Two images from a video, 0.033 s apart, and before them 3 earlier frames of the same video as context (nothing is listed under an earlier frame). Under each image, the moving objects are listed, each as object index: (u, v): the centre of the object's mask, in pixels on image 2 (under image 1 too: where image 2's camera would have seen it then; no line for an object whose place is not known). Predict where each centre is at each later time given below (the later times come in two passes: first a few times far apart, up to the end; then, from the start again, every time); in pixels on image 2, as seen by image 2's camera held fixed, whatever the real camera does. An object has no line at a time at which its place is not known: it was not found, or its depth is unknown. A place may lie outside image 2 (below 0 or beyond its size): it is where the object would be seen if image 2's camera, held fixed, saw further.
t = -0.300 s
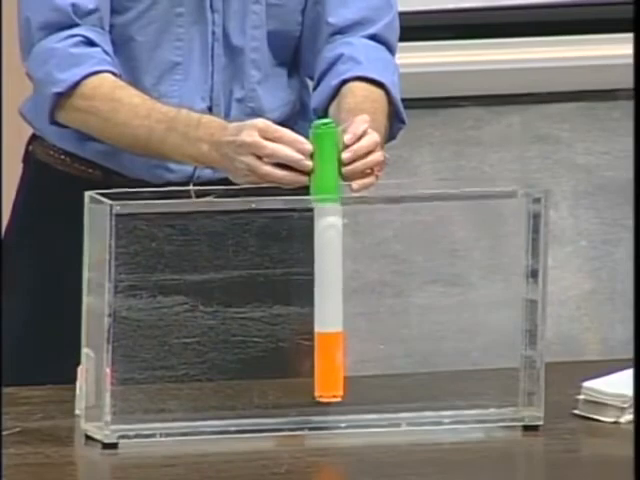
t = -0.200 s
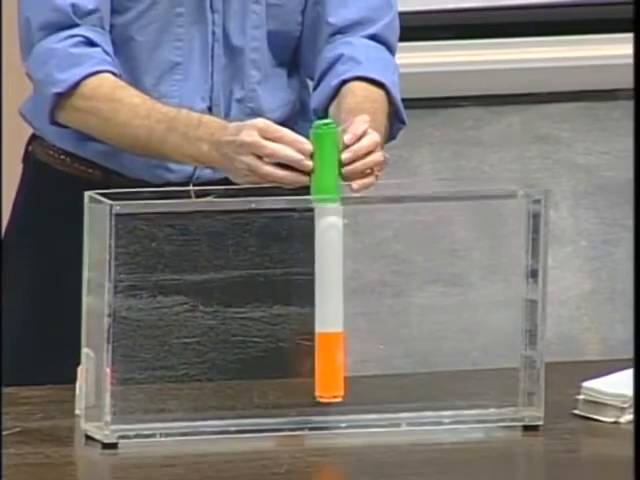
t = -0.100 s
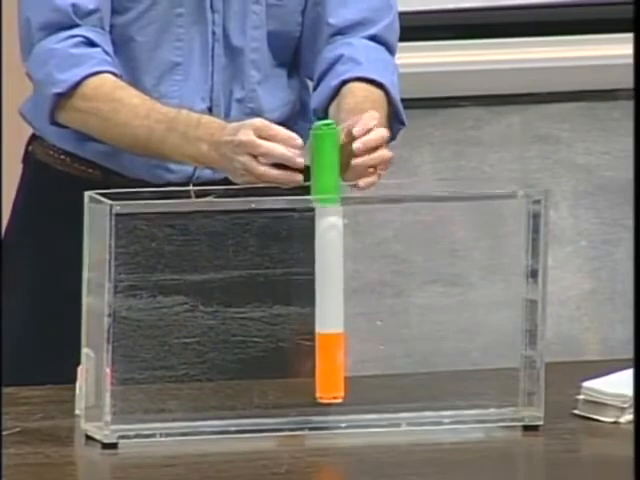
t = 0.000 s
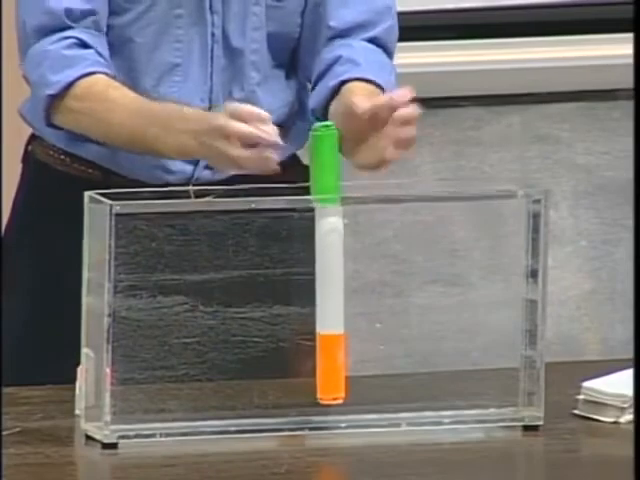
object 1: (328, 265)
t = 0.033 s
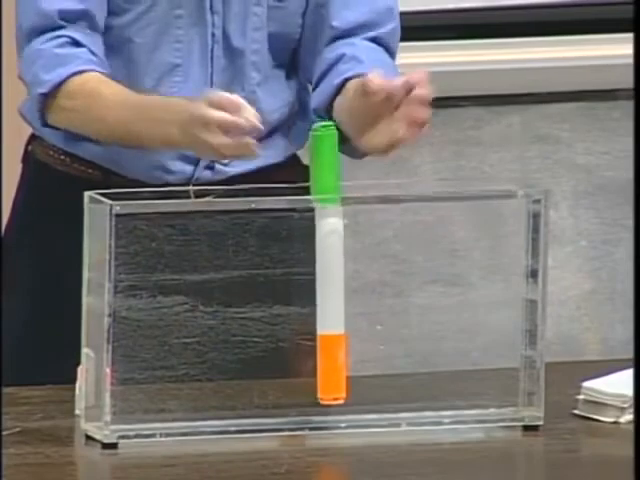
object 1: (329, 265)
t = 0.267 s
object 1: (328, 264)
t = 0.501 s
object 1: (325, 263)
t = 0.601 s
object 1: (321, 263)
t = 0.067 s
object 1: (329, 265)
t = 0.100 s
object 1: (329, 265)
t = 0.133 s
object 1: (329, 265)
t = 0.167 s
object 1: (329, 264)
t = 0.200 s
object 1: (328, 265)
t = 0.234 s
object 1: (328, 265)
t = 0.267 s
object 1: (328, 264)
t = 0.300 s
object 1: (327, 264)
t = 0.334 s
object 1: (327, 263)
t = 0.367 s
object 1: (327, 264)
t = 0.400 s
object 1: (326, 264)
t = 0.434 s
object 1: (325, 264)
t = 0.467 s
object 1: (324, 263)
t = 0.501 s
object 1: (325, 263)
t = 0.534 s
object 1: (322, 262)
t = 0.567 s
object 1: (323, 264)
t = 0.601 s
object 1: (321, 263)
